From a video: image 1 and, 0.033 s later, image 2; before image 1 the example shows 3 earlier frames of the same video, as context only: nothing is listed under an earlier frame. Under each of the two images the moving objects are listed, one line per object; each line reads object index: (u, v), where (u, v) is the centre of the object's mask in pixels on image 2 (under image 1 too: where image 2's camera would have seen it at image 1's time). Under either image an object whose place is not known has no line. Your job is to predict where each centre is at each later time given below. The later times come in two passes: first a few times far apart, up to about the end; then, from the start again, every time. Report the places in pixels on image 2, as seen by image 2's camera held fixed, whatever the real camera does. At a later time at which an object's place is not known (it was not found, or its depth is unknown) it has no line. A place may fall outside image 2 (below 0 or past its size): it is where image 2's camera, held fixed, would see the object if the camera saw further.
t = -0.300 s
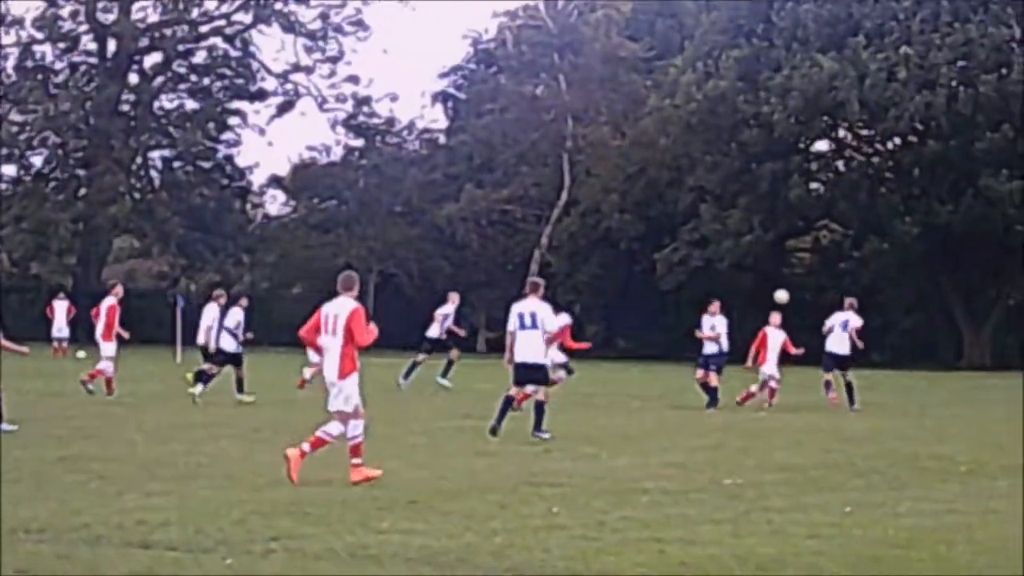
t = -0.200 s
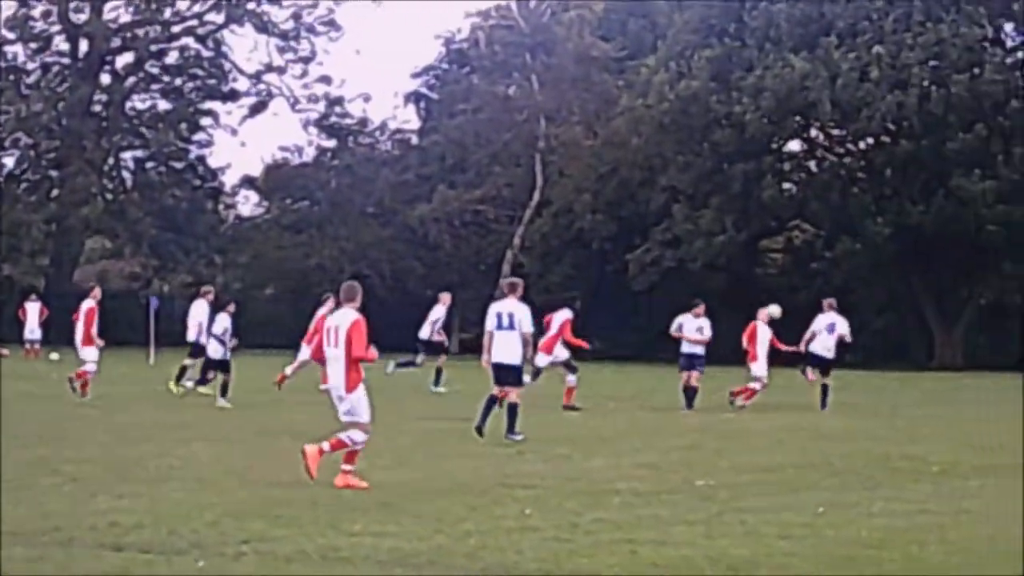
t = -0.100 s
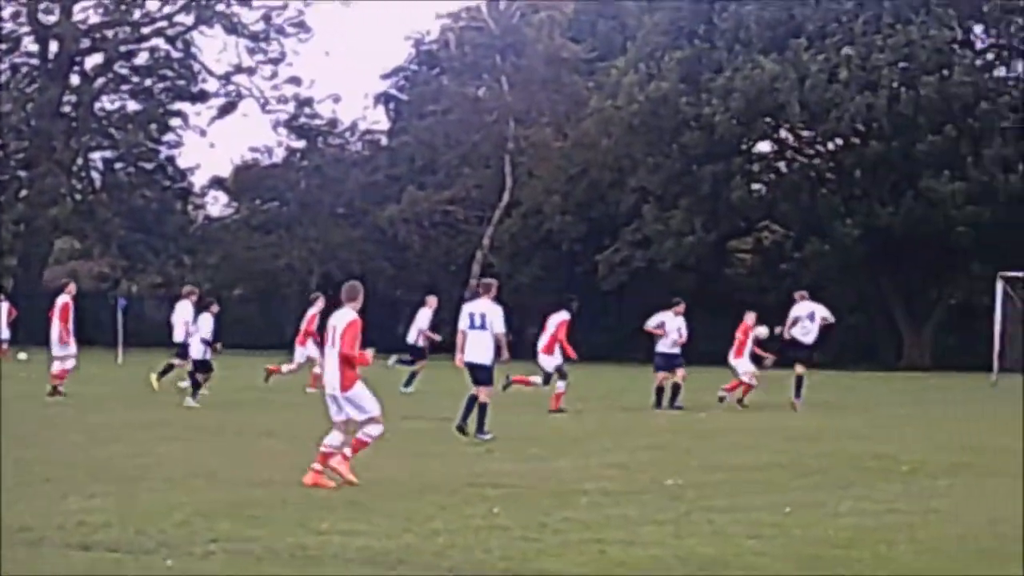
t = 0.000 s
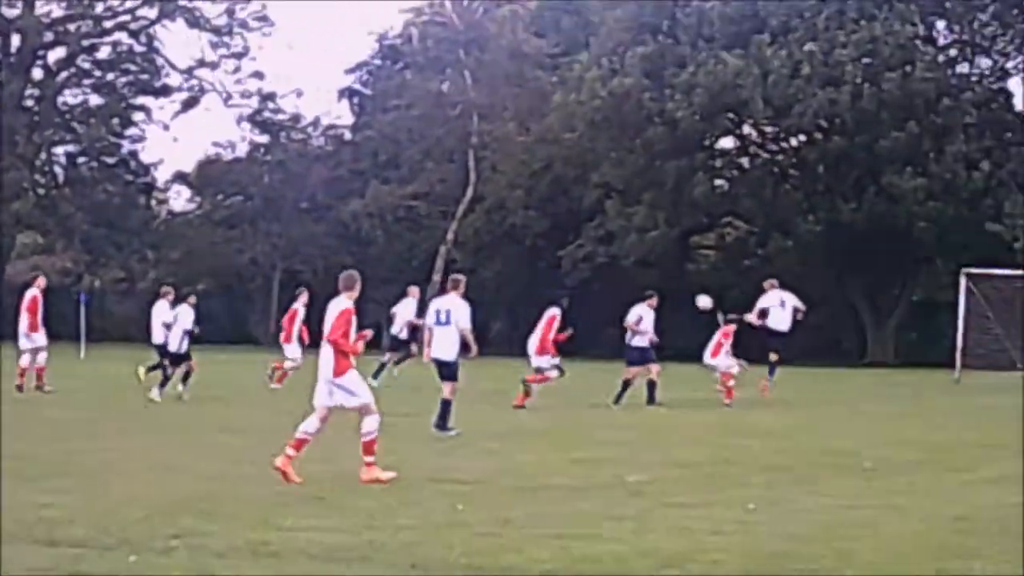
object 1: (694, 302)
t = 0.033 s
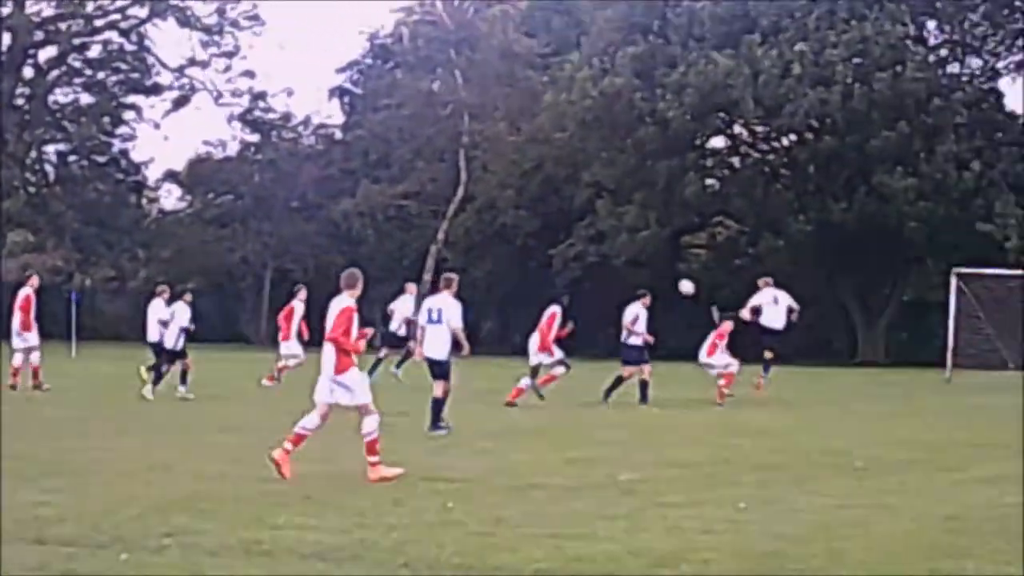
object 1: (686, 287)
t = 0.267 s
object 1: (625, 214)
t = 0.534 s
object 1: (558, 184)
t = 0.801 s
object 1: (496, 200)
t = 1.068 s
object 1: (439, 255)
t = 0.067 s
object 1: (677, 275)
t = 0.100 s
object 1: (668, 262)
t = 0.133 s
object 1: (659, 251)
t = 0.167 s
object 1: (650, 240)
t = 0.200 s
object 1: (641, 231)
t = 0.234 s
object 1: (633, 222)
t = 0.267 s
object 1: (625, 214)
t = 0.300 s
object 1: (616, 208)
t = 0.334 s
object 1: (607, 202)
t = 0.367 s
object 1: (599, 197)
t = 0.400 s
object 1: (591, 193)
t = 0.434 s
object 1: (583, 189)
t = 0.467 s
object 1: (575, 187)
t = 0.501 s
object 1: (566, 186)
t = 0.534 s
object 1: (558, 184)
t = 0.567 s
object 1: (550, 184)
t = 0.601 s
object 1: (542, 184)
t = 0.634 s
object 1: (533, 185)
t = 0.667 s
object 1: (526, 186)
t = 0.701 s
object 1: (518, 189)
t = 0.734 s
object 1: (511, 191)
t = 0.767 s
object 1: (503, 195)
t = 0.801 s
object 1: (496, 200)
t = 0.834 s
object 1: (489, 204)
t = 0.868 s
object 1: (482, 209)
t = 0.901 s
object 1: (475, 215)
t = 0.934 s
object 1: (467, 222)
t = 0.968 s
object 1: (460, 229)
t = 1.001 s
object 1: (453, 237)
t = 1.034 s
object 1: (446, 246)
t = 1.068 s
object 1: (439, 255)
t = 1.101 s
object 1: (432, 263)
